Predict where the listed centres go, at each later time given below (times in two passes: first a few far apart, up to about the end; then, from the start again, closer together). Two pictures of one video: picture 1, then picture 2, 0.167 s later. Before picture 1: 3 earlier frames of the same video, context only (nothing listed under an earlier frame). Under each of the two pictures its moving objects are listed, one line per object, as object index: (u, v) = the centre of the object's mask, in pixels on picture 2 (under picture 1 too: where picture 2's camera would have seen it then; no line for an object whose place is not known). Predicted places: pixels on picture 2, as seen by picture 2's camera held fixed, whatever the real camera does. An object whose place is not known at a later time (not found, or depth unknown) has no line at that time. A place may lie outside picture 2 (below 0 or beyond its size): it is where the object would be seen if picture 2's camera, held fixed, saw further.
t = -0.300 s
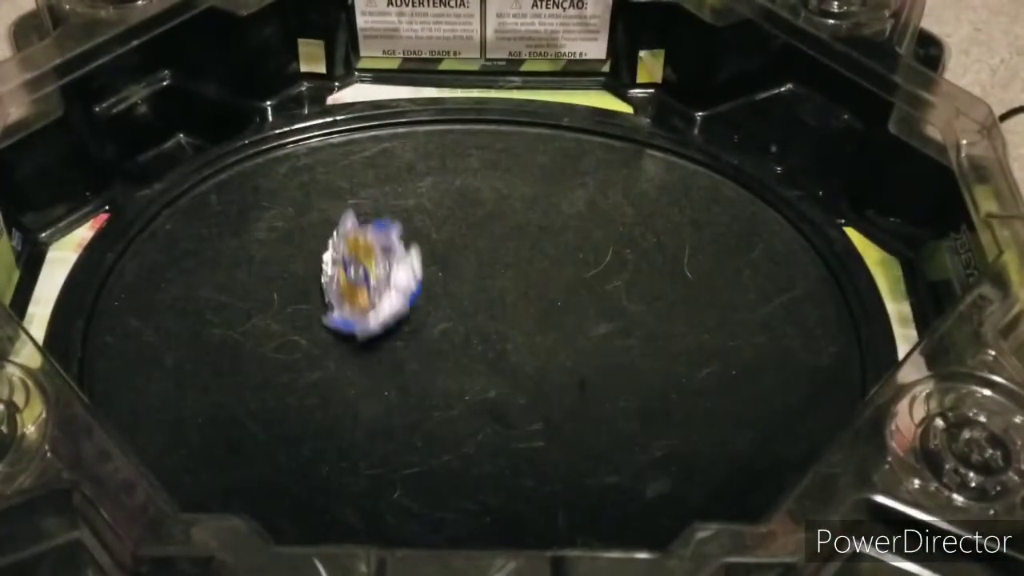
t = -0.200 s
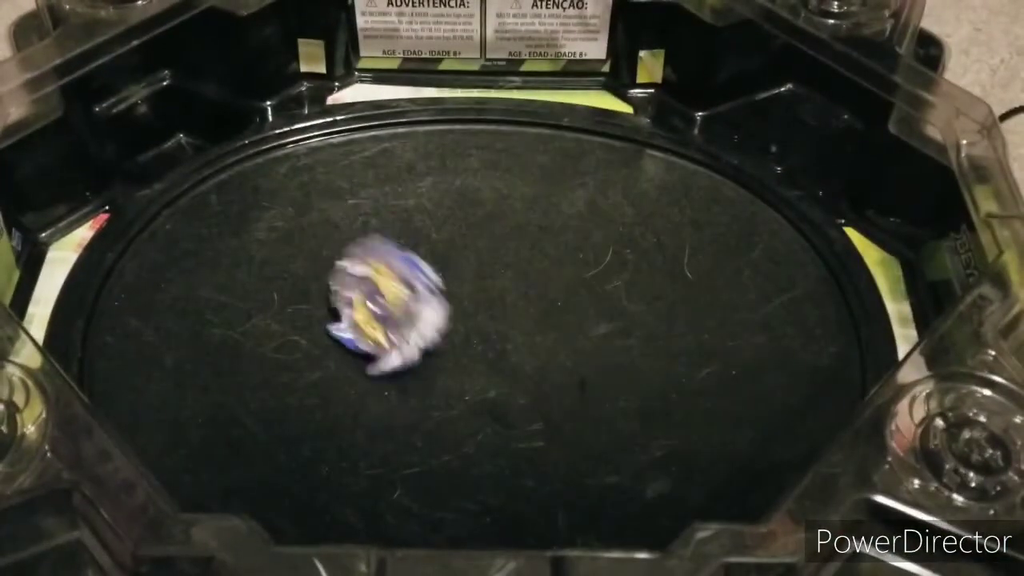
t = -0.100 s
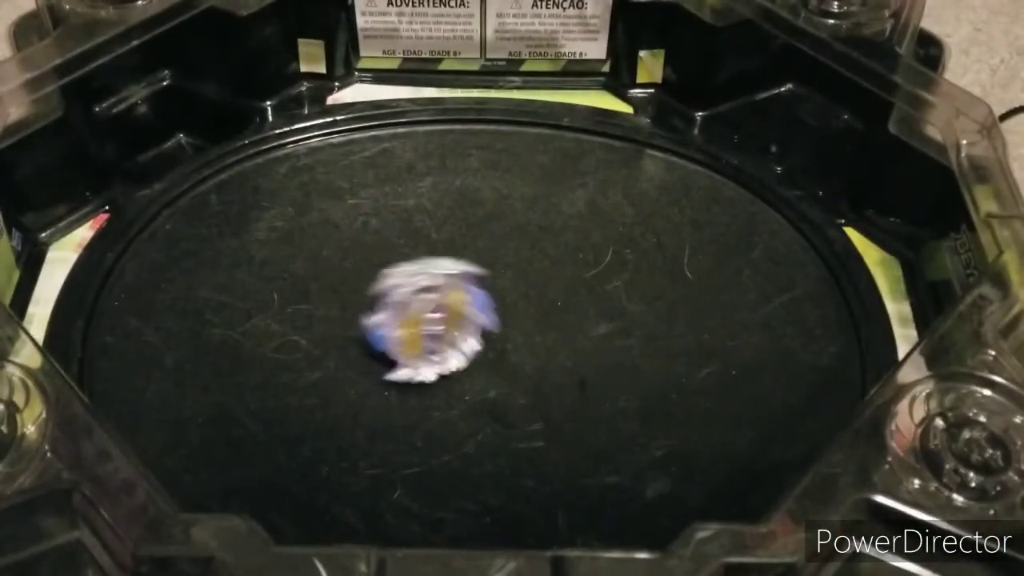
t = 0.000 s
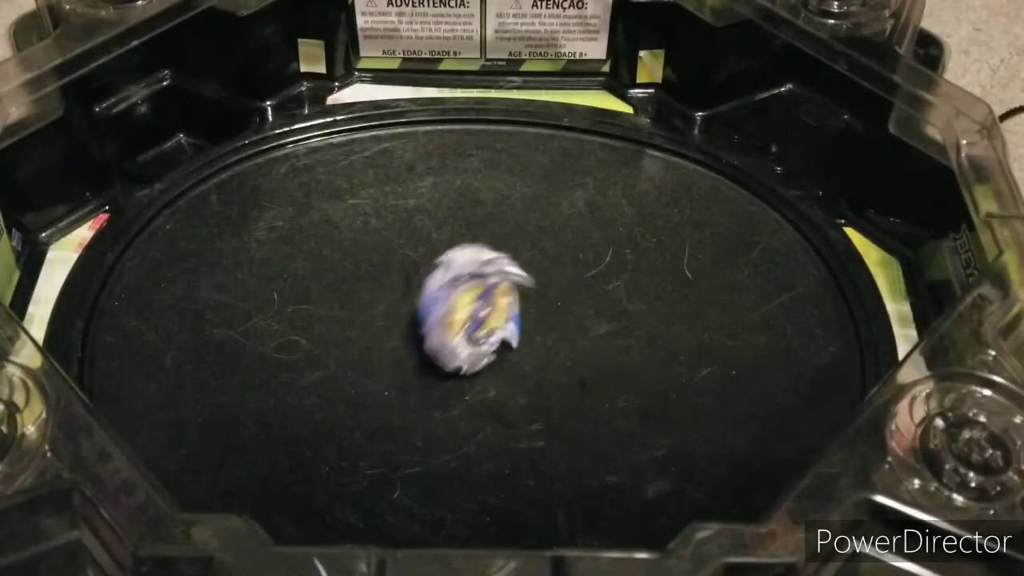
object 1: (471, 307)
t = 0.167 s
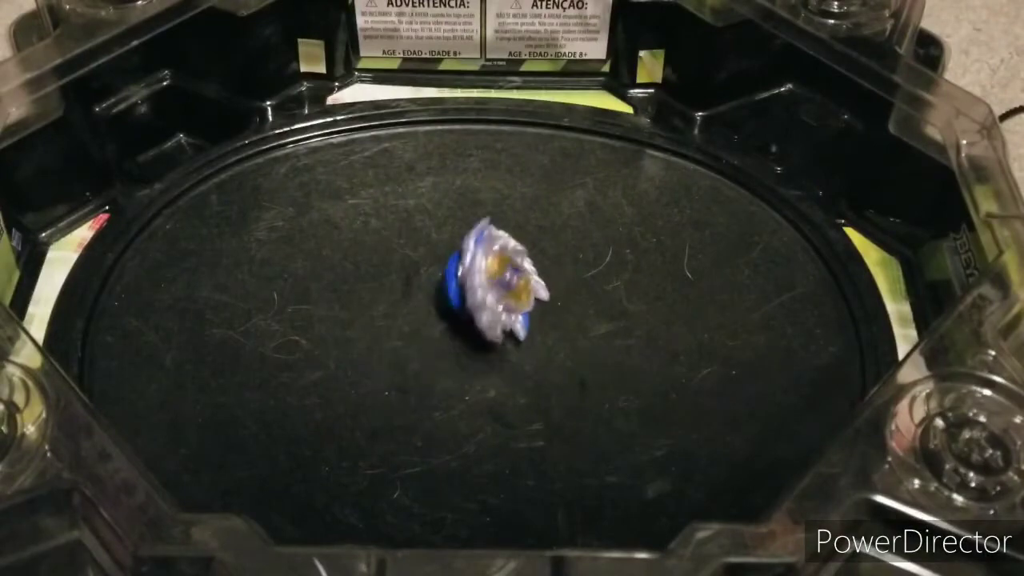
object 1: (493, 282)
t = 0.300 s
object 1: (493, 276)
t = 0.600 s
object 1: (483, 308)
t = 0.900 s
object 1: (428, 324)
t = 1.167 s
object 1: (420, 323)
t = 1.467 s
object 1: (466, 312)
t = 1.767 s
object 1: (484, 290)
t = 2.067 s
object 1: (465, 313)
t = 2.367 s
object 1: (429, 324)
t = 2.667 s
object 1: (427, 324)
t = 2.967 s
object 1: (460, 316)
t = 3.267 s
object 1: (483, 294)
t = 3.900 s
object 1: (446, 321)
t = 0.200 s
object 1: (494, 279)
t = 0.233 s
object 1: (493, 277)
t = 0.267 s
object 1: (493, 275)
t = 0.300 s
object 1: (493, 276)
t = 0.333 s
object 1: (494, 279)
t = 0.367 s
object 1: (495, 281)
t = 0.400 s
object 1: (495, 284)
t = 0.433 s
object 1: (494, 287)
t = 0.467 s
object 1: (493, 290)
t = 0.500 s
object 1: (491, 294)
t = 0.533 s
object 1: (489, 298)
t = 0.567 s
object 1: (487, 304)
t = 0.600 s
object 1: (483, 308)
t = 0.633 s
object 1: (478, 311)
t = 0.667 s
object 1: (471, 313)
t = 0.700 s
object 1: (464, 315)
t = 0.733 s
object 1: (457, 317)
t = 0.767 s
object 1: (451, 319)
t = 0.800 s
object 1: (445, 322)
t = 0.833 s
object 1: (439, 323)
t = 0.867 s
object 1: (433, 324)
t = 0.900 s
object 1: (428, 324)
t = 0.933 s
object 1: (423, 324)
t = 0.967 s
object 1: (419, 323)
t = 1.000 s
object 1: (417, 322)
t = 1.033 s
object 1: (415, 322)
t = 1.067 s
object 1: (414, 322)
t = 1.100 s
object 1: (415, 322)
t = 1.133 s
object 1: (417, 323)
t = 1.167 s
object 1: (420, 323)
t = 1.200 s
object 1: (424, 324)
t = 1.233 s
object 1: (429, 324)
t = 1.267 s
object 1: (434, 324)
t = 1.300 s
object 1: (439, 323)
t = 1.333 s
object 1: (445, 322)
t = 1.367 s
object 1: (451, 320)
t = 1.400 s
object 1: (456, 318)
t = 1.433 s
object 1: (461, 315)
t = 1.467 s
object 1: (466, 312)
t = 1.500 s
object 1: (471, 308)
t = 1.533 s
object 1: (475, 305)
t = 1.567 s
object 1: (479, 301)
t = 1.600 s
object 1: (481, 297)
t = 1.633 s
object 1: (483, 294)
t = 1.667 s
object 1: (483, 292)
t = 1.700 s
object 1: (484, 290)
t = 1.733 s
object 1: (484, 290)
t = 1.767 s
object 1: (484, 290)
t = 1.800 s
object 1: (484, 290)
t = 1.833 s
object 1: (484, 291)
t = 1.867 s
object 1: (483, 294)
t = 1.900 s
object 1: (481, 297)
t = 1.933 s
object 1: (479, 300)
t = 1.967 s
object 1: (476, 304)
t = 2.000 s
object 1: (473, 307)
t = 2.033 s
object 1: (469, 310)
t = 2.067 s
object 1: (465, 313)
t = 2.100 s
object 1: (461, 315)
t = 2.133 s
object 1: (457, 317)
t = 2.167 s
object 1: (453, 319)
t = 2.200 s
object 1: (448, 321)
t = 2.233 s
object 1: (444, 322)
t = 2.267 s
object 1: (440, 323)
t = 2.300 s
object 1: (436, 324)
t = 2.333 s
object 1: (432, 324)
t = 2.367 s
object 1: (429, 324)
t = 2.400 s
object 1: (426, 324)
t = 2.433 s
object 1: (424, 324)
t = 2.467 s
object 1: (424, 324)
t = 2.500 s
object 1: (423, 324)
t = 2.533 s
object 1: (422, 324)
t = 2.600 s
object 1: (423, 324)
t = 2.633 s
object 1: (425, 324)
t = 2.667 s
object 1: (427, 324)
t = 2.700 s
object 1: (430, 324)
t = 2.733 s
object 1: (432, 324)
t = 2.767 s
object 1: (436, 324)
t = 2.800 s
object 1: (440, 323)
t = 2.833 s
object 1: (444, 322)
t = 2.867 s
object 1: (448, 321)
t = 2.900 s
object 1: (452, 320)
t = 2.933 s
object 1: (456, 318)
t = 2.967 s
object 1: (460, 316)
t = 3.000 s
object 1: (464, 314)
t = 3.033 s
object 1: (467, 312)
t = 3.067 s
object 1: (471, 309)
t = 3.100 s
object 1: (474, 306)
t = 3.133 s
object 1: (477, 303)
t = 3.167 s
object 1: (479, 301)
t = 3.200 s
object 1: (481, 298)
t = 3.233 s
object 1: (482, 296)
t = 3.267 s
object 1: (483, 294)
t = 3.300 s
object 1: (483, 293)
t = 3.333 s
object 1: (483, 293)
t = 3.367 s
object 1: (485, 292)
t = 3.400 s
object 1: (483, 294)
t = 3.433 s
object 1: (482, 296)
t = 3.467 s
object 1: (480, 299)
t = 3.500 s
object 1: (478, 302)
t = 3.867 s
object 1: (449, 320)
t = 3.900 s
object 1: (446, 321)
